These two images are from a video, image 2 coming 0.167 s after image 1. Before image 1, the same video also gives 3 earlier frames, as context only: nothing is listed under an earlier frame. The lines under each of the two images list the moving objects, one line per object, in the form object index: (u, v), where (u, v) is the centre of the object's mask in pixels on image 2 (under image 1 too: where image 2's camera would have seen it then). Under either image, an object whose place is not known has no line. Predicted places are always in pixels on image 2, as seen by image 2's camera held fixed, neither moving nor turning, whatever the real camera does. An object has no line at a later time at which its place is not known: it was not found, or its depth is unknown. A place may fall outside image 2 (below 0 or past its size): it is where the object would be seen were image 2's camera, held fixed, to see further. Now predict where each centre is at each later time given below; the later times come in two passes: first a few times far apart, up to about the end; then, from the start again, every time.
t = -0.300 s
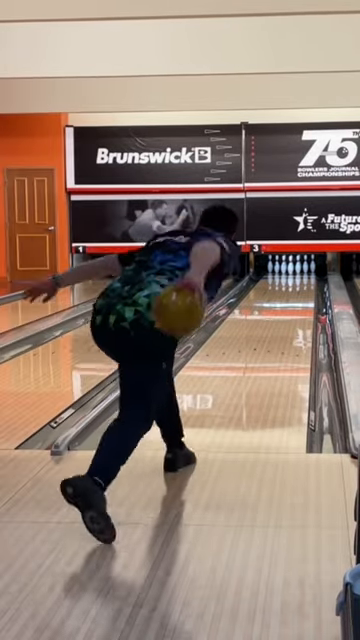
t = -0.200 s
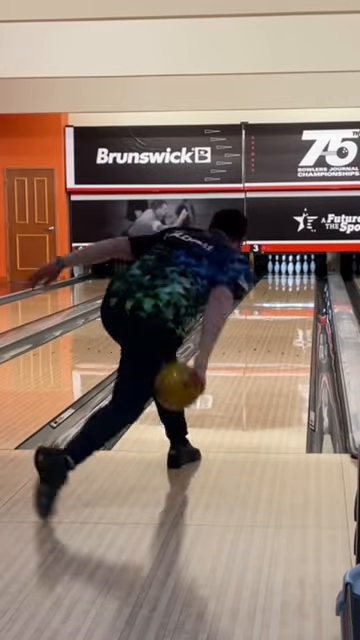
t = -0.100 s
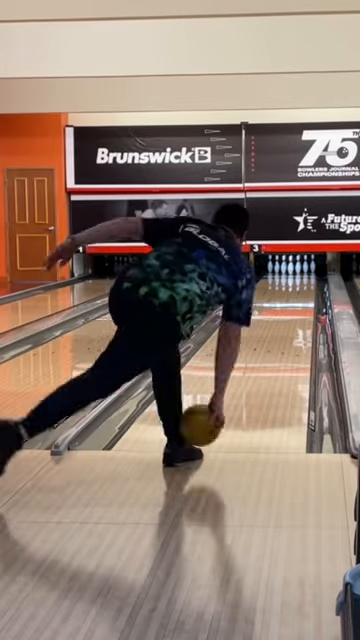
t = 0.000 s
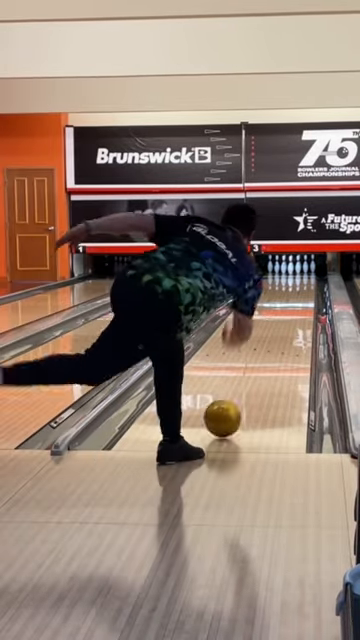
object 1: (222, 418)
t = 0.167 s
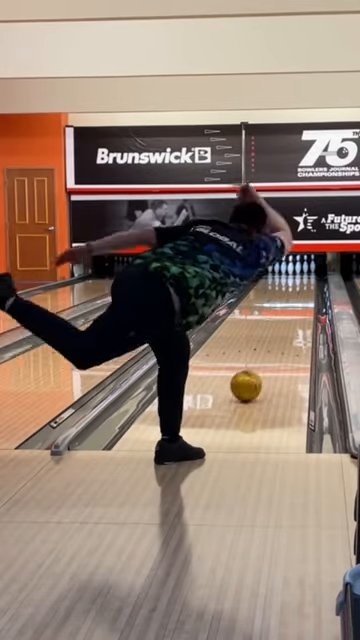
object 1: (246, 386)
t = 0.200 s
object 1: (250, 381)
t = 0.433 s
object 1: (270, 352)
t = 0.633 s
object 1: (282, 334)
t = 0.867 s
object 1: (294, 318)
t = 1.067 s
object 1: (300, 308)
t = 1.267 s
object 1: (305, 299)
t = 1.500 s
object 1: (309, 290)
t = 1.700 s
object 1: (310, 286)
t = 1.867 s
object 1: (309, 281)
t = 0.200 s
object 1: (250, 381)
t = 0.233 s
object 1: (253, 376)
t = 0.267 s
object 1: (257, 371)
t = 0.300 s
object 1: (259, 367)
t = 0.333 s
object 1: (262, 363)
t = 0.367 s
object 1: (265, 359)
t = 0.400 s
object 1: (268, 355)
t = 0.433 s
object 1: (270, 352)
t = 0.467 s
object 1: (273, 348)
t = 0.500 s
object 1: (275, 345)
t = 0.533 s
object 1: (272, 343)
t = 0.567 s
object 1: (280, 339)
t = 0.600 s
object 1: (281, 337)
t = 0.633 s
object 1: (282, 334)
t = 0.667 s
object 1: (285, 331)
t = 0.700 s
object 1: (286, 329)
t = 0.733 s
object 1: (288, 326)
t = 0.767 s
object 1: (289, 324)
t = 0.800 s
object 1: (291, 322)
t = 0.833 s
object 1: (292, 321)
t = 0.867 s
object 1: (294, 318)
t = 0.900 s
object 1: (294, 316)
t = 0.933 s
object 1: (296, 314)
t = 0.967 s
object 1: (297, 312)
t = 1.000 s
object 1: (299, 310)
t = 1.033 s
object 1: (299, 309)
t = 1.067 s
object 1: (300, 308)
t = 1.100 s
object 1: (301, 306)
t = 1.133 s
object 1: (302, 304)
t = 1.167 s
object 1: (303, 303)
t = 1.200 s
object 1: (304, 301)
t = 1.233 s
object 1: (304, 300)
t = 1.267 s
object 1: (305, 299)
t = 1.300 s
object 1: (306, 297)
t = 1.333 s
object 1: (306, 296)
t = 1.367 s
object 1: (306, 295)
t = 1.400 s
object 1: (307, 294)
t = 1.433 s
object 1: (308, 293)
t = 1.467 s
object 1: (310, 293)
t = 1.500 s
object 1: (309, 290)
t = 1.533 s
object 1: (309, 290)
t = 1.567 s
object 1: (309, 289)
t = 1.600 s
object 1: (310, 287)
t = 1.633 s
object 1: (309, 287)
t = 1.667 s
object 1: (309, 286)
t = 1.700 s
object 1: (310, 286)
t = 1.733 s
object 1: (310, 285)
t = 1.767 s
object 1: (310, 283)
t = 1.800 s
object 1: (310, 283)
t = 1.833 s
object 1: (309, 282)
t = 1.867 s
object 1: (309, 281)
